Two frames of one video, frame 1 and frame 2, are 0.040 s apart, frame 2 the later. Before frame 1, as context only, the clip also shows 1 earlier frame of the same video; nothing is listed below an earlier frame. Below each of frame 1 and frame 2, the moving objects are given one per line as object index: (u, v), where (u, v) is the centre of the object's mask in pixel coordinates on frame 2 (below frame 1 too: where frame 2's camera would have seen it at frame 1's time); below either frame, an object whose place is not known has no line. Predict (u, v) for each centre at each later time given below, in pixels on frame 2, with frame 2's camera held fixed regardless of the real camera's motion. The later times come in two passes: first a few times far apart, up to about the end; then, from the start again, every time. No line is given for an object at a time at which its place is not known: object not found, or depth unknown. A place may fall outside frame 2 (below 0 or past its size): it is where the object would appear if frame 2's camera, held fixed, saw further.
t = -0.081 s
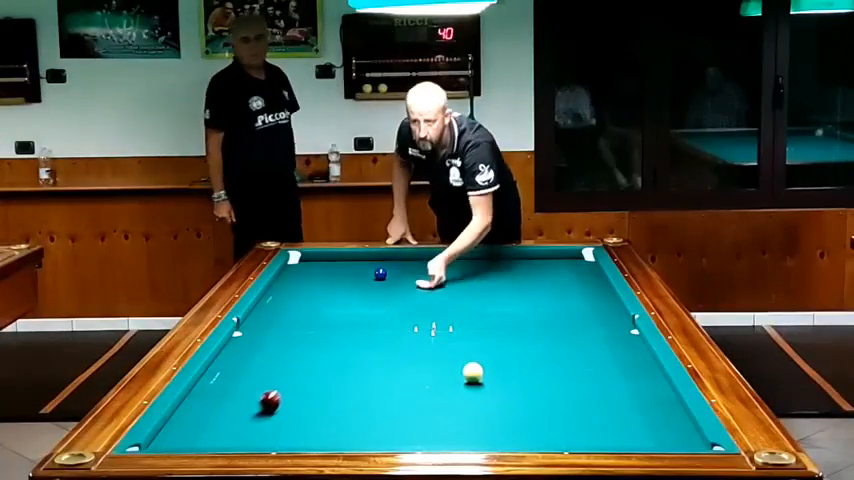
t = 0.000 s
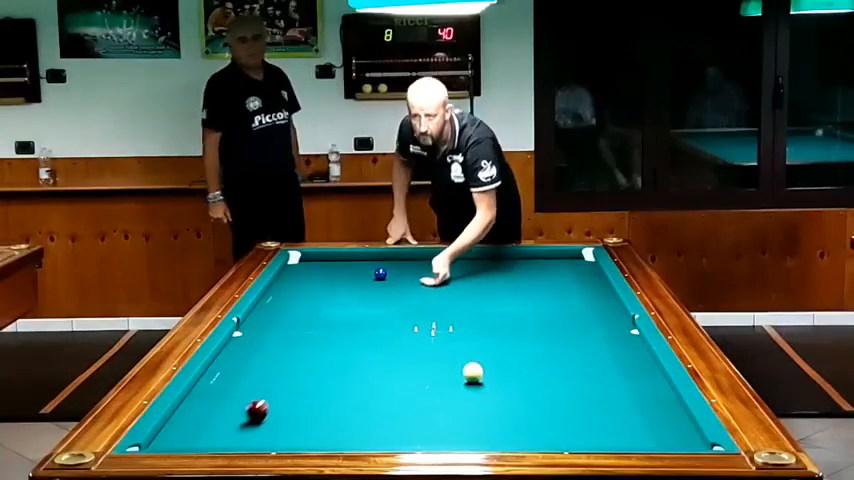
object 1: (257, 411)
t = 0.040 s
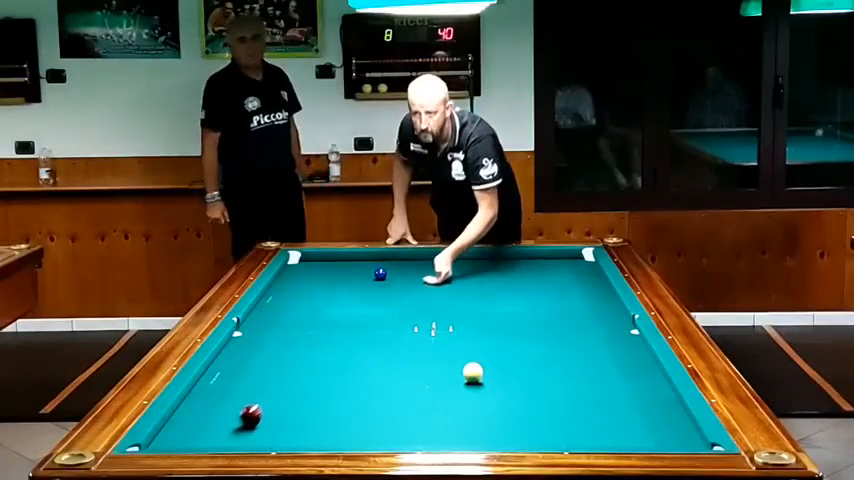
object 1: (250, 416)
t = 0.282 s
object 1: (208, 441)
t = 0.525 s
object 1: (200, 432)
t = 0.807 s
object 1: (196, 411)
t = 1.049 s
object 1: (194, 396)
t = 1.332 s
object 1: (213, 381)
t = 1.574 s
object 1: (227, 369)
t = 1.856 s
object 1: (242, 356)
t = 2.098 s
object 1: (254, 346)
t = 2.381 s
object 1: (267, 336)
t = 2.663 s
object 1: (279, 326)
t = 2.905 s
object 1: (288, 318)
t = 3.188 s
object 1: (298, 310)
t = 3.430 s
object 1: (306, 303)
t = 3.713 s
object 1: (314, 296)
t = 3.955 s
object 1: (321, 291)
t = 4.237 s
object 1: (329, 285)
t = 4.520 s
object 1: (336, 279)
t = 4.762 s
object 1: (342, 275)
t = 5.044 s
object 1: (348, 269)
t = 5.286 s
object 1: (353, 265)
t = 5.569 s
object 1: (359, 261)
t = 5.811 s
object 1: (364, 256)
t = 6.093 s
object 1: (367, 258)
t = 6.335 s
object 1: (368, 260)
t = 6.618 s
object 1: (370, 261)
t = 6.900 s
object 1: (372, 263)
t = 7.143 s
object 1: (373, 264)
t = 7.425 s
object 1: (374, 266)
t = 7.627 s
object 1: (375, 267)
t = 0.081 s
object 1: (244, 421)
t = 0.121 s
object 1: (237, 427)
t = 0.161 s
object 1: (230, 432)
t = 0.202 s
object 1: (222, 436)
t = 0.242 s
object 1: (215, 439)
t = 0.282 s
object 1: (208, 441)
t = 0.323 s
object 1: (201, 444)
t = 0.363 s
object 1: (200, 442)
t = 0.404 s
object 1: (201, 439)
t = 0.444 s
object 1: (201, 437)
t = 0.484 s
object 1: (200, 435)
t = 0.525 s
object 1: (200, 432)
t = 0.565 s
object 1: (199, 428)
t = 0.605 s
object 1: (199, 425)
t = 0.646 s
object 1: (198, 423)
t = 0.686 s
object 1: (197, 420)
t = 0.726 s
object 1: (197, 417)
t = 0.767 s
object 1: (196, 414)
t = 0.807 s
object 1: (196, 411)
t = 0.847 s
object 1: (195, 409)
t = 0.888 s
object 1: (194, 406)
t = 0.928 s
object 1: (194, 404)
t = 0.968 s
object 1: (193, 401)
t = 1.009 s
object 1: (193, 398)
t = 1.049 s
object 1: (194, 396)
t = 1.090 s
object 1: (197, 394)
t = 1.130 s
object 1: (200, 391)
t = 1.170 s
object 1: (203, 389)
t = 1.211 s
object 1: (205, 387)
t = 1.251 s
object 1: (207, 385)
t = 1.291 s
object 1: (210, 383)
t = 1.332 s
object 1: (213, 381)
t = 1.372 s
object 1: (215, 378)
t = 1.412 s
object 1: (218, 377)
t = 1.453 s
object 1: (220, 375)
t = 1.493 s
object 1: (222, 373)
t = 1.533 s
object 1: (225, 371)
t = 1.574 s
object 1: (227, 369)
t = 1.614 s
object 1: (229, 367)
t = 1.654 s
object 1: (231, 365)
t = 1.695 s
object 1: (234, 363)
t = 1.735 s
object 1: (236, 361)
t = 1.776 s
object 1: (238, 360)
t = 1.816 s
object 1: (240, 358)
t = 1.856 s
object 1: (242, 356)
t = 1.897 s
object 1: (244, 354)
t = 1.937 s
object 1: (246, 353)
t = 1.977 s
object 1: (248, 351)
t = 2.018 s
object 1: (250, 349)
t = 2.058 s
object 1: (252, 348)
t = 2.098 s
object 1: (254, 346)
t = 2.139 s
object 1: (256, 345)
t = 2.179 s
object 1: (258, 343)
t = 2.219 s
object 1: (260, 341)
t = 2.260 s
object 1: (262, 340)
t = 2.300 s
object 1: (264, 338)
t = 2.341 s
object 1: (265, 337)
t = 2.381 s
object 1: (267, 336)
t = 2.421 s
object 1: (269, 334)
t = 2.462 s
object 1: (270, 333)
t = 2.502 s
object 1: (272, 331)
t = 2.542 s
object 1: (274, 330)
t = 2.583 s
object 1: (275, 329)
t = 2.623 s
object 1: (277, 327)
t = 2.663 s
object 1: (279, 326)
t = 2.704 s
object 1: (280, 324)
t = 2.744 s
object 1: (282, 323)
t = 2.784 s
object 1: (284, 322)
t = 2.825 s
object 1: (285, 321)
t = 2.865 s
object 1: (287, 319)
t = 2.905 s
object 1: (288, 318)
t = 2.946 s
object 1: (290, 317)
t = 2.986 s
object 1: (291, 315)
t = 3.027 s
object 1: (292, 315)
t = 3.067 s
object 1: (294, 313)
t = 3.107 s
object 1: (295, 312)
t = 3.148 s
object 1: (297, 311)
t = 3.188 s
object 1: (298, 310)
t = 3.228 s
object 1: (299, 309)
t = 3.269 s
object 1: (301, 308)
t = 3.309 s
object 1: (302, 307)
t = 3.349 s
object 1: (303, 305)
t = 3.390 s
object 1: (305, 304)
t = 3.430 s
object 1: (306, 303)
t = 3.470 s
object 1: (307, 302)
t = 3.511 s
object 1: (308, 301)
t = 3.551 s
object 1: (310, 300)
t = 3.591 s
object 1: (311, 299)
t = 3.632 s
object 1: (312, 298)
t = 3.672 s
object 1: (313, 297)
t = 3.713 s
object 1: (314, 296)
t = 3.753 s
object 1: (316, 295)
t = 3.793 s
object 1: (317, 294)
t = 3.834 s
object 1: (318, 293)
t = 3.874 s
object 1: (319, 293)
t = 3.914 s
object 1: (320, 292)
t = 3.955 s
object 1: (321, 291)
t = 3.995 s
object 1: (322, 290)
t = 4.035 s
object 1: (323, 289)
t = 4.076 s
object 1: (325, 288)
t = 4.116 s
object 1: (326, 287)
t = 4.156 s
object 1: (327, 286)
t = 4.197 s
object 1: (328, 286)
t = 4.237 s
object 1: (329, 285)
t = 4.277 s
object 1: (330, 284)
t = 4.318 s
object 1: (331, 283)
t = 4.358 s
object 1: (332, 282)
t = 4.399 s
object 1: (333, 281)
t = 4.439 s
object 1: (334, 280)
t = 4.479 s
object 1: (335, 280)
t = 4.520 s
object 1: (336, 279)
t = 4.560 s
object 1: (337, 278)
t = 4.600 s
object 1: (338, 277)
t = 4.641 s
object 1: (339, 277)
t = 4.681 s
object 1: (340, 276)
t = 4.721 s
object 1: (341, 275)
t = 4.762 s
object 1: (342, 275)
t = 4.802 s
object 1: (342, 274)
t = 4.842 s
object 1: (343, 273)
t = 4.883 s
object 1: (344, 272)
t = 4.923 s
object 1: (345, 271)
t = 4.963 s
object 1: (346, 271)
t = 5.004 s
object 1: (347, 270)
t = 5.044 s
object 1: (348, 269)
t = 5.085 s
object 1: (349, 269)
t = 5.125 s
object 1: (350, 268)
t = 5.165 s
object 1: (351, 267)
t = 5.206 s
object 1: (351, 266)
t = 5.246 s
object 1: (352, 265)
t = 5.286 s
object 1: (353, 265)
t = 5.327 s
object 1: (354, 264)
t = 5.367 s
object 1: (355, 264)
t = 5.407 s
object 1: (356, 263)
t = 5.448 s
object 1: (356, 262)
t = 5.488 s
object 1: (357, 262)
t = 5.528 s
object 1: (358, 261)
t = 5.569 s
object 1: (359, 261)
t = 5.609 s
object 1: (361, 260)
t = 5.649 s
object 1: (361, 259)
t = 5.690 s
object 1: (362, 258)
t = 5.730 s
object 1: (363, 257)
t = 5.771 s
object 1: (364, 257)
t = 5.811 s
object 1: (364, 256)
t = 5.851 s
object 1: (364, 256)
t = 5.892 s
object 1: (365, 256)
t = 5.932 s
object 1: (365, 257)
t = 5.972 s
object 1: (365, 257)
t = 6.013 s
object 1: (366, 257)
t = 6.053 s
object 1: (366, 258)
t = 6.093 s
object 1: (367, 258)
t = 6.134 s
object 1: (367, 258)
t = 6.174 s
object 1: (367, 259)
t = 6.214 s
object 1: (367, 259)
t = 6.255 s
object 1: (368, 259)
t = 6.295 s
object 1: (368, 259)
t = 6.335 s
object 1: (368, 260)
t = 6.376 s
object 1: (369, 260)
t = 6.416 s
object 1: (369, 260)
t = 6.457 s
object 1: (369, 260)
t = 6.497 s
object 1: (369, 261)
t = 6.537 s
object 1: (370, 261)
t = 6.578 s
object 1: (370, 261)
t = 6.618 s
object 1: (370, 261)
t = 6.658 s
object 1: (370, 261)
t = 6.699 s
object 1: (371, 262)
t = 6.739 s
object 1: (371, 262)
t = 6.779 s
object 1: (371, 262)
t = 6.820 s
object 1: (371, 262)
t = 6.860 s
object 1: (371, 263)
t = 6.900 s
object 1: (372, 263)
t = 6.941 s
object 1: (372, 263)
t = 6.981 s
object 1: (372, 264)
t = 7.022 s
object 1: (372, 264)
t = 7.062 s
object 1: (373, 264)
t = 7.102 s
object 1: (373, 264)
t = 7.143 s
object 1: (373, 264)
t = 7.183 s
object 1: (373, 265)
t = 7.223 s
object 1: (374, 265)
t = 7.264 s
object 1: (374, 265)
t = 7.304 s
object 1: (374, 265)
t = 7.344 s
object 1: (374, 265)
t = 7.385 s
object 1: (374, 266)
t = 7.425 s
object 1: (374, 266)
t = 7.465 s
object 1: (374, 266)
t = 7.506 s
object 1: (374, 266)
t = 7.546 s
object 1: (375, 266)
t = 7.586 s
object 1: (374, 266)
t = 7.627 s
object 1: (375, 267)
